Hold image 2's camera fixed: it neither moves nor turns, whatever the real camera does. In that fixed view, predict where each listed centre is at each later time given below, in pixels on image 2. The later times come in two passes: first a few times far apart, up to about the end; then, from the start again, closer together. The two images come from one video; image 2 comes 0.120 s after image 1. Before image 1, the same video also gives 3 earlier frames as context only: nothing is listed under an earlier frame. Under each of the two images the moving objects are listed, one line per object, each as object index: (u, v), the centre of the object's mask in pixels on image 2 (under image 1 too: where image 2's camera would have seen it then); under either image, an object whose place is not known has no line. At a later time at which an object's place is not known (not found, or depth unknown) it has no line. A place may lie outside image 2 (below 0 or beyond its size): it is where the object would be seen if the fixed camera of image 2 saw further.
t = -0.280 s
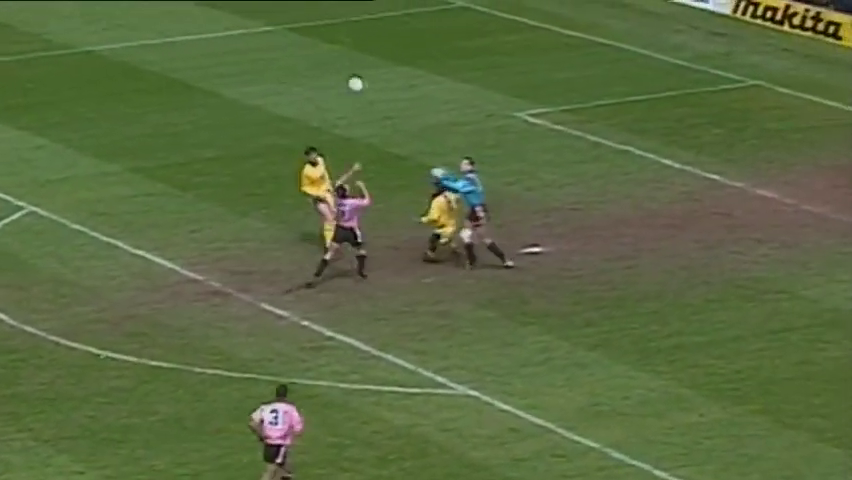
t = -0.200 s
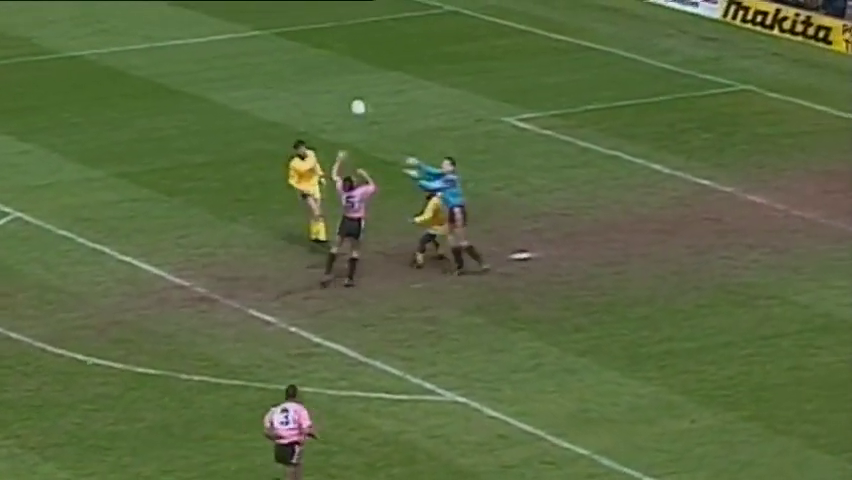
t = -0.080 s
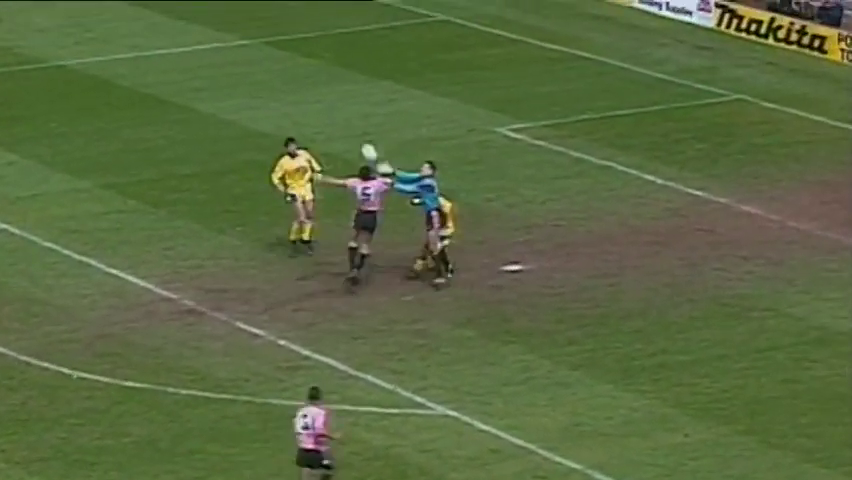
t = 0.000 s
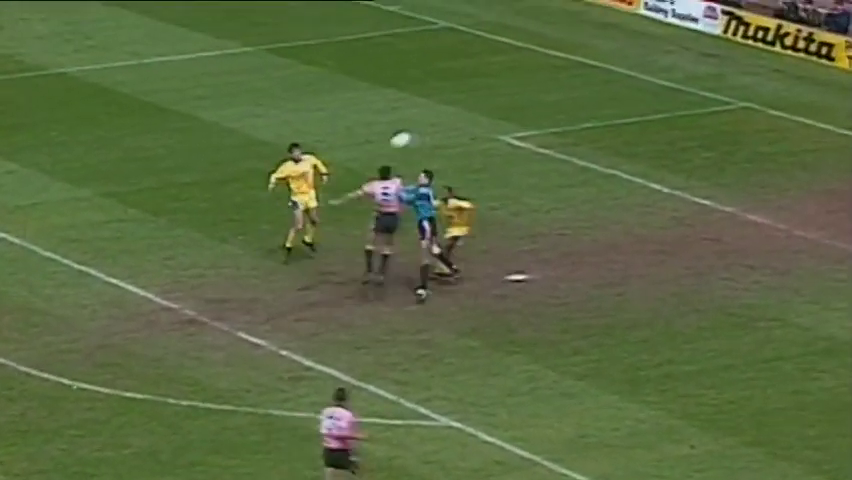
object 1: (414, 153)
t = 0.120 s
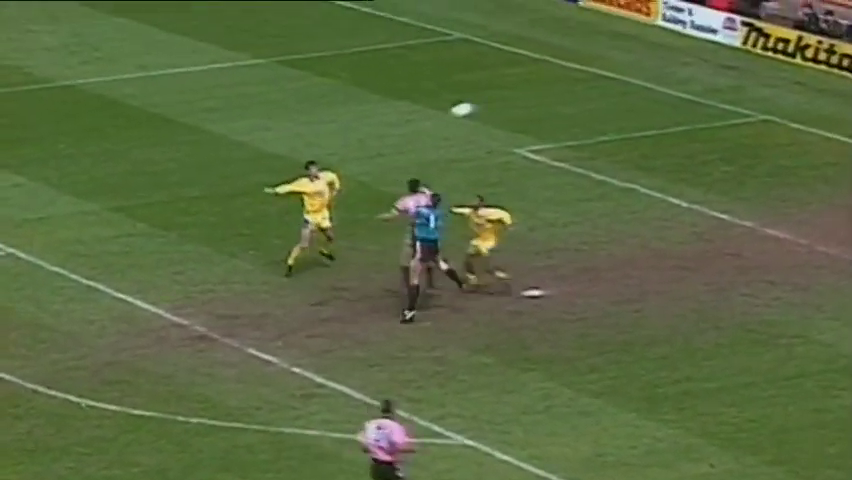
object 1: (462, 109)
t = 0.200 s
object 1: (494, 85)
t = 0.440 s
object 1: (581, 41)
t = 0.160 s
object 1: (477, 97)
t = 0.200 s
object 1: (494, 85)
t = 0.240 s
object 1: (510, 75)
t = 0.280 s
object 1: (524, 66)
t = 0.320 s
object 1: (537, 58)
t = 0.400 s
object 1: (567, 46)
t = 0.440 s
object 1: (581, 41)
